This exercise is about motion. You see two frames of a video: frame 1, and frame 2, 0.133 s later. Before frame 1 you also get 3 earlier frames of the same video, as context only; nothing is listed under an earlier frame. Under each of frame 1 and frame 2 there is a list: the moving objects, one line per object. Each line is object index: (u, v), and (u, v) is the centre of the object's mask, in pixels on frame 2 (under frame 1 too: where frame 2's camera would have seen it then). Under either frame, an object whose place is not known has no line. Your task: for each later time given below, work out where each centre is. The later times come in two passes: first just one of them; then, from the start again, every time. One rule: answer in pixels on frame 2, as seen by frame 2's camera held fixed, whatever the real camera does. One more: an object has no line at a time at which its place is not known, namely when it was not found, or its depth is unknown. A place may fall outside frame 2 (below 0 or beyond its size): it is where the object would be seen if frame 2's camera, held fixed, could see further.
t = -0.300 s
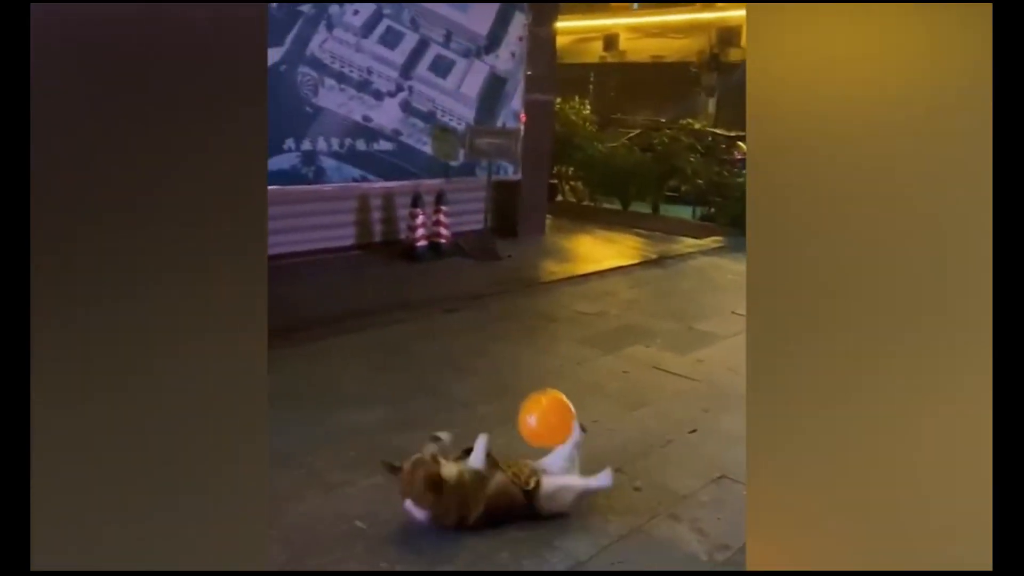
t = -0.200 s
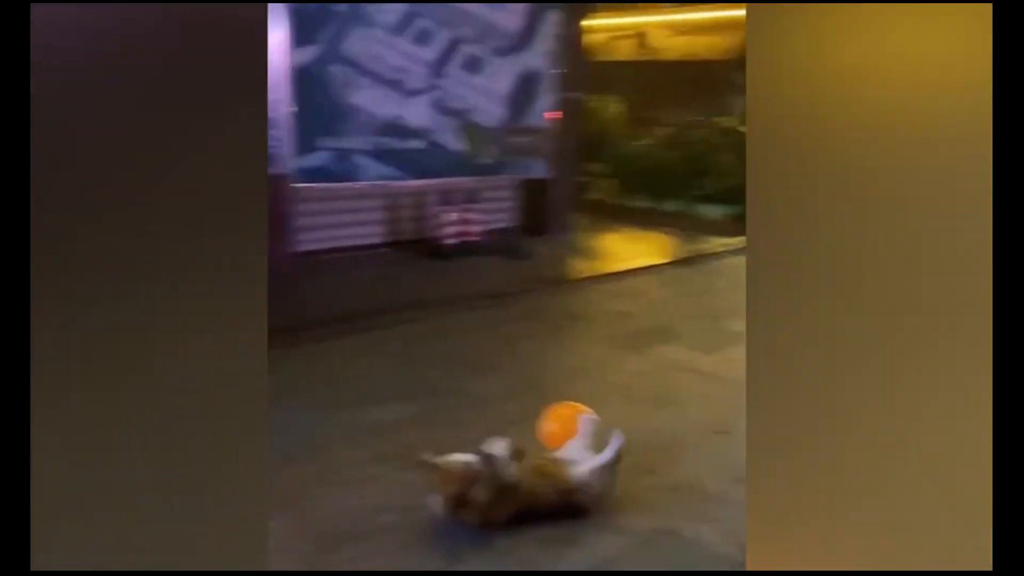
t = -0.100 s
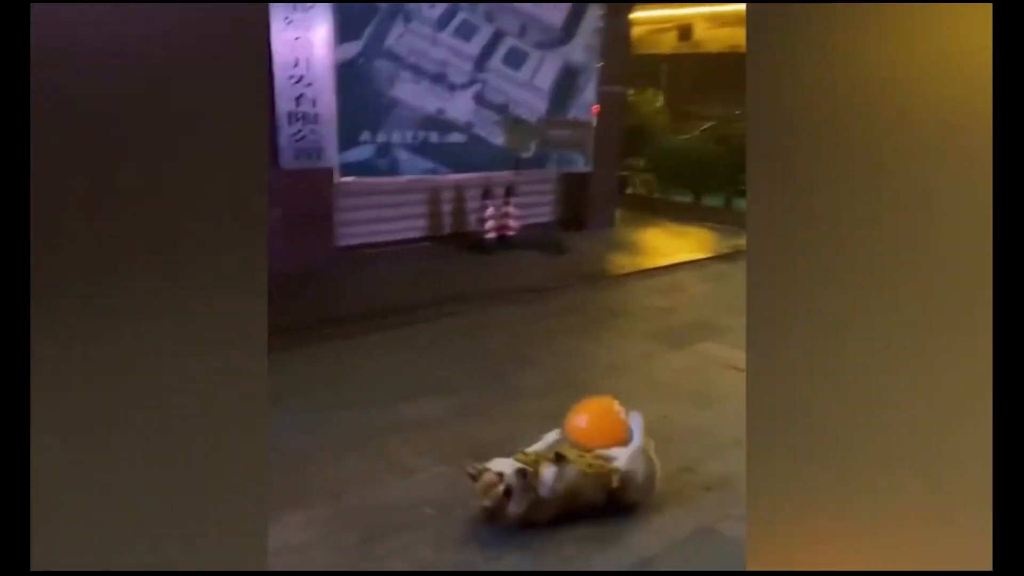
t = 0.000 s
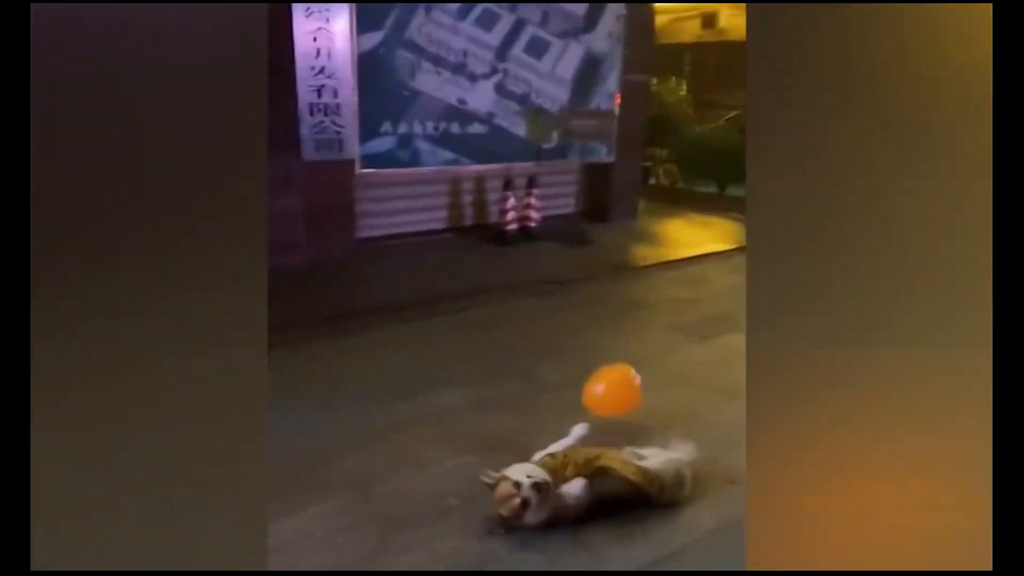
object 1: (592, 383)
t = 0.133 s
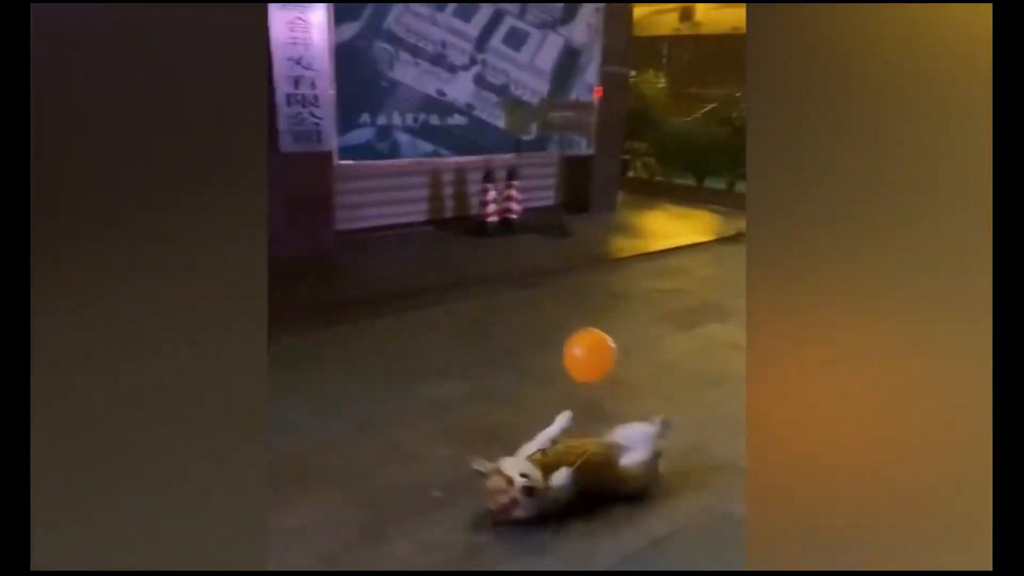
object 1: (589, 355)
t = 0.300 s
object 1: (589, 335)
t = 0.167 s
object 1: (588, 349)
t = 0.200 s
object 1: (588, 345)
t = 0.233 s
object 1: (588, 341)
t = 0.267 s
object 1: (588, 338)
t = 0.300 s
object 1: (589, 335)
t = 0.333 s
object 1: (590, 333)
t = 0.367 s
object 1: (590, 330)
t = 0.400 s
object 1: (591, 329)
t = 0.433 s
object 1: (593, 328)
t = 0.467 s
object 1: (595, 327)
